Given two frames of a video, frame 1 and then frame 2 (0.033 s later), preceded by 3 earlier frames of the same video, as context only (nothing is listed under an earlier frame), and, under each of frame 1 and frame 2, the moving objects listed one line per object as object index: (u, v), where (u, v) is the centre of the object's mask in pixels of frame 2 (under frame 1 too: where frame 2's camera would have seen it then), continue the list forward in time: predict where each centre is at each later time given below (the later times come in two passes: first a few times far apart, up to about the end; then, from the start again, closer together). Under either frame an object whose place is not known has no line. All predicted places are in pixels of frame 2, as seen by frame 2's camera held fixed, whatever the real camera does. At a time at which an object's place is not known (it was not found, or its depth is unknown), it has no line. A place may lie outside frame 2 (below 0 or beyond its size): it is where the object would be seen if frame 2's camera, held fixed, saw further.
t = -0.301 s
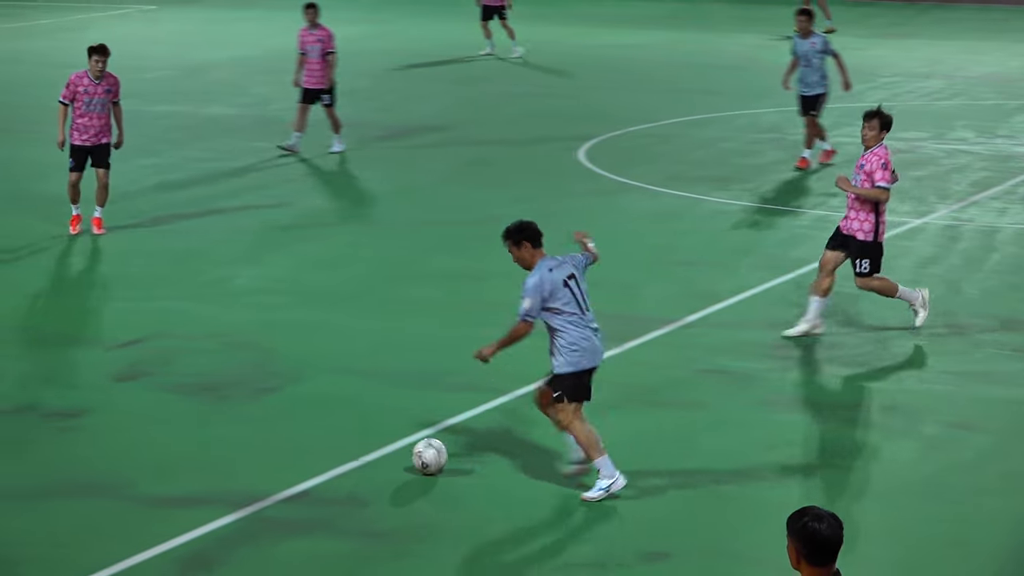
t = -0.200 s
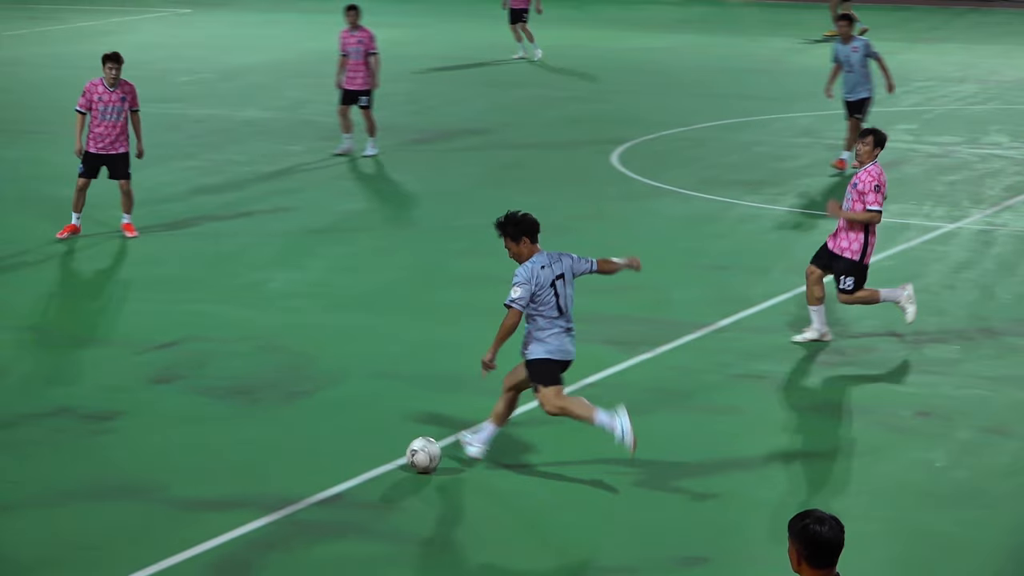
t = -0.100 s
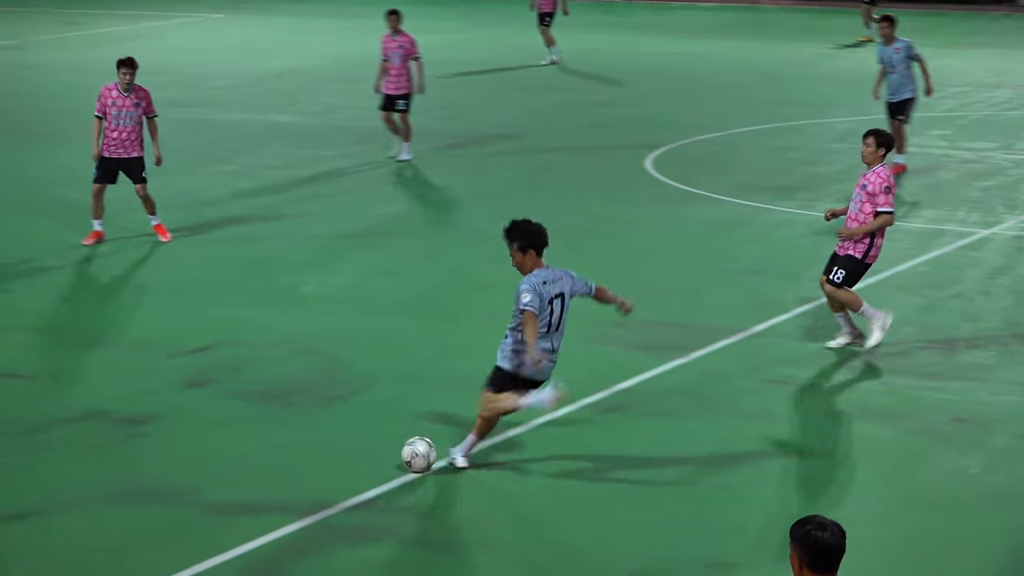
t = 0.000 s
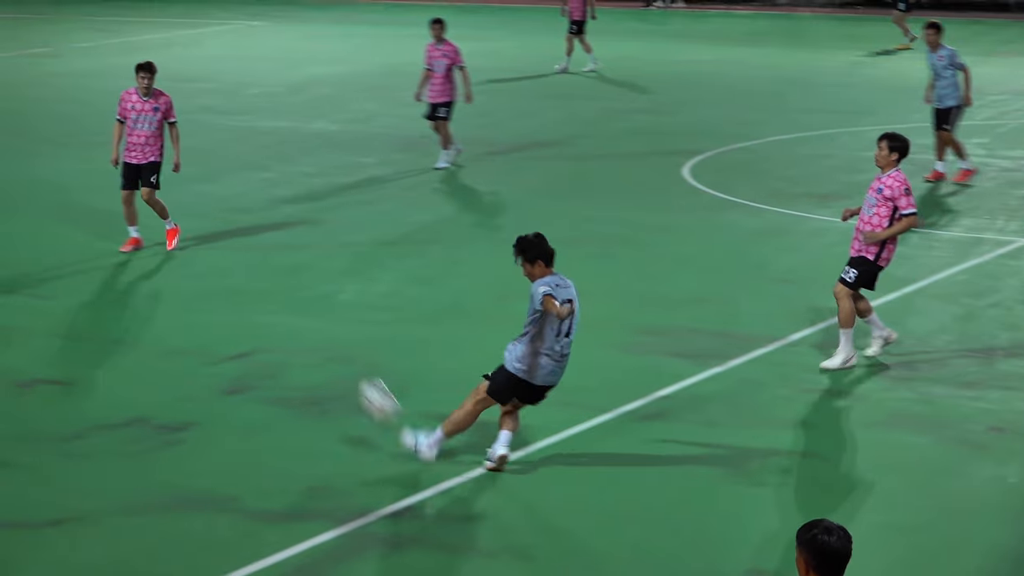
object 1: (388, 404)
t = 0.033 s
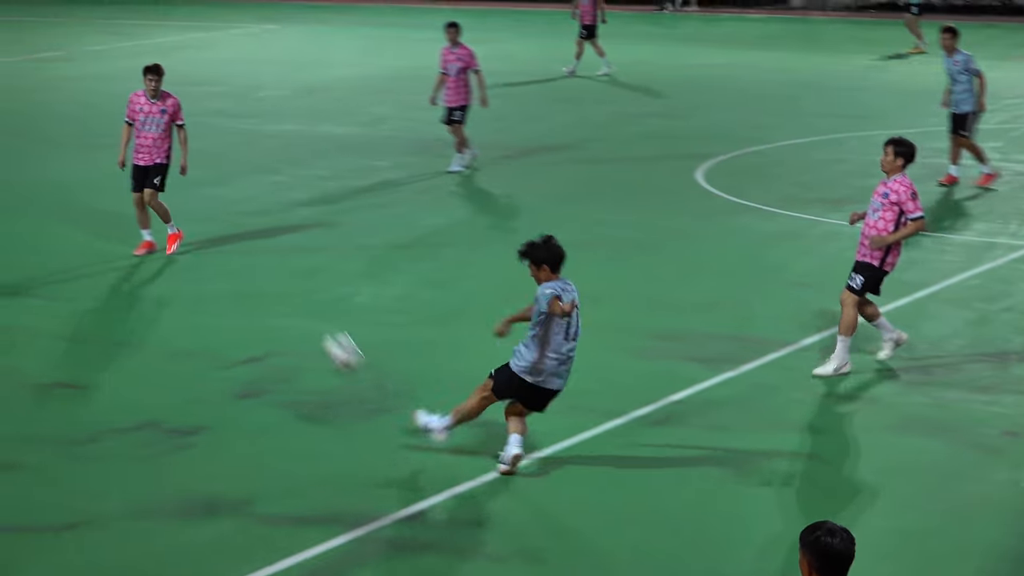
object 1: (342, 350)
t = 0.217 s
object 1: (134, 125)
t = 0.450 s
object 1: (-60, -63)
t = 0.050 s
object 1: (319, 326)
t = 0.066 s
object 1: (297, 303)
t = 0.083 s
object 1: (278, 279)
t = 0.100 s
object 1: (256, 257)
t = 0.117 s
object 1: (236, 236)
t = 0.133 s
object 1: (217, 216)
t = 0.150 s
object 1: (199, 197)
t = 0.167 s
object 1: (182, 177)
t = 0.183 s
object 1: (166, 160)
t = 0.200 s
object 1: (150, 141)
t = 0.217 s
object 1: (134, 125)
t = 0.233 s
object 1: (118, 109)
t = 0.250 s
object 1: (103, 92)
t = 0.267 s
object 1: (89, 77)
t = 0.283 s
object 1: (76, 62)
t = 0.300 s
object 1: (61, 48)
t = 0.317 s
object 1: (46, 34)
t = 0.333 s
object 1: (32, 21)
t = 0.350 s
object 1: (18, 8)
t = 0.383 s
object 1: (-10, -17)
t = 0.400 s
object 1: (-23, -29)
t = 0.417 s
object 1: (-37, -41)
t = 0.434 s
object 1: (-49, -53)
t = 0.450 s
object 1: (-60, -63)
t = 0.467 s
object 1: (-72, -74)
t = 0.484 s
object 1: (-84, -84)
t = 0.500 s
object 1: (-94, -93)
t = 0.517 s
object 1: (-106, -102)
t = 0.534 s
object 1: (-116, -112)
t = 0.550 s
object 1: (-124, -120)
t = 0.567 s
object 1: (-134, -128)
